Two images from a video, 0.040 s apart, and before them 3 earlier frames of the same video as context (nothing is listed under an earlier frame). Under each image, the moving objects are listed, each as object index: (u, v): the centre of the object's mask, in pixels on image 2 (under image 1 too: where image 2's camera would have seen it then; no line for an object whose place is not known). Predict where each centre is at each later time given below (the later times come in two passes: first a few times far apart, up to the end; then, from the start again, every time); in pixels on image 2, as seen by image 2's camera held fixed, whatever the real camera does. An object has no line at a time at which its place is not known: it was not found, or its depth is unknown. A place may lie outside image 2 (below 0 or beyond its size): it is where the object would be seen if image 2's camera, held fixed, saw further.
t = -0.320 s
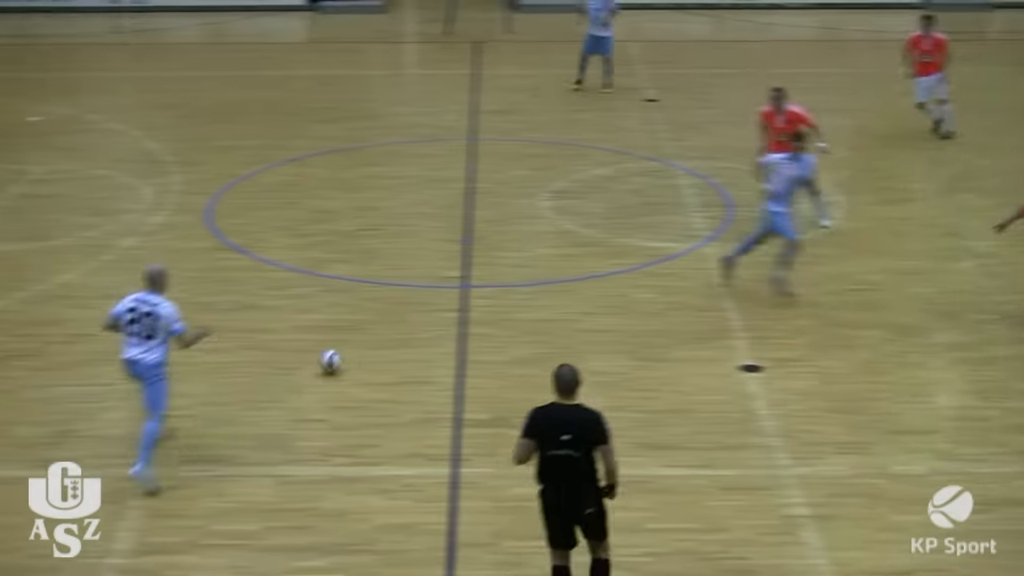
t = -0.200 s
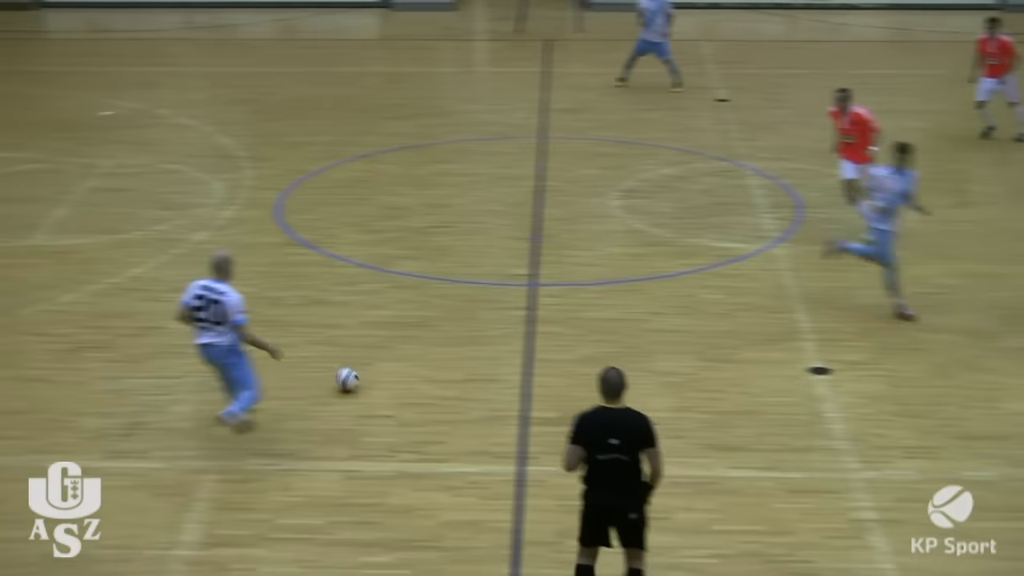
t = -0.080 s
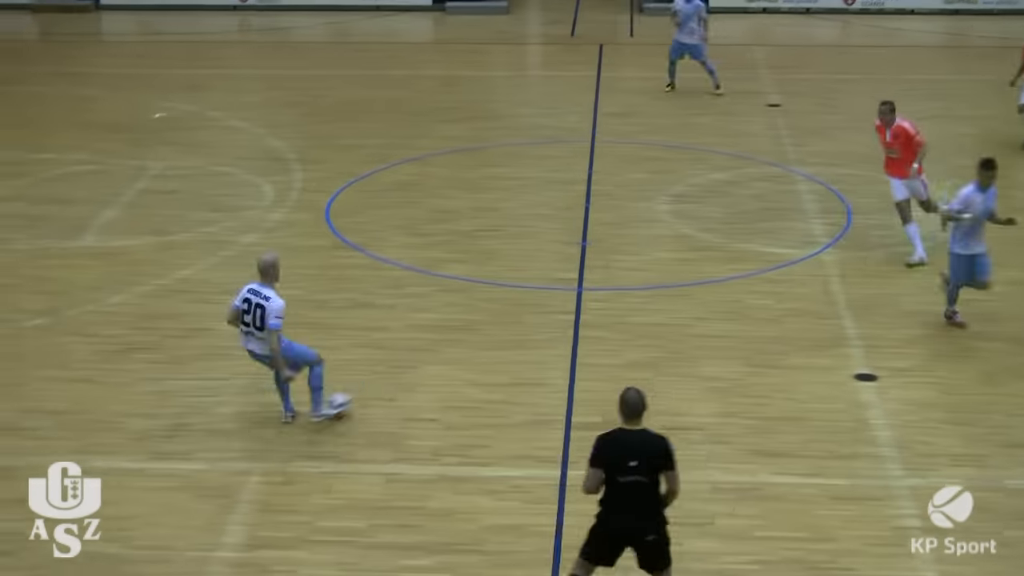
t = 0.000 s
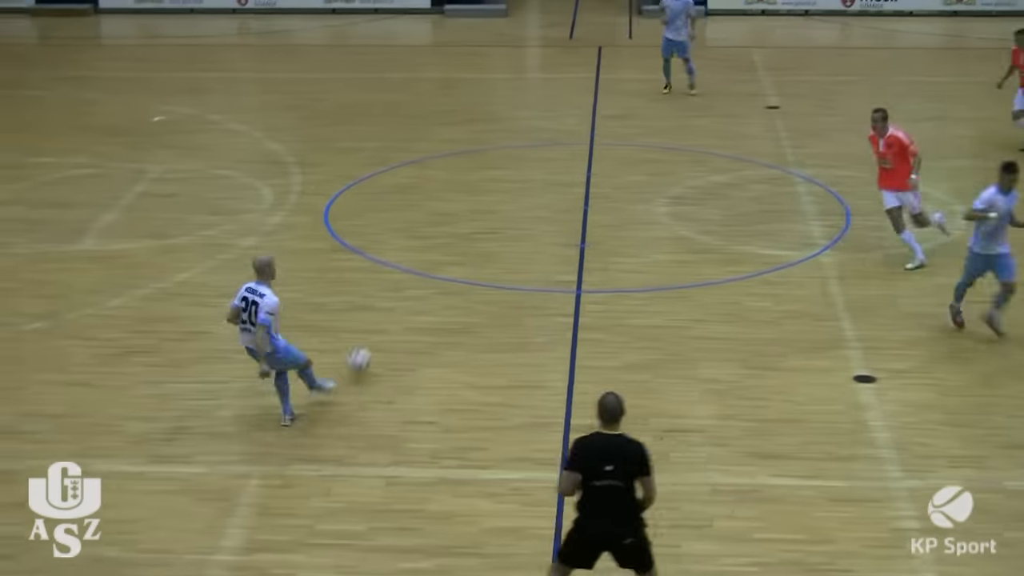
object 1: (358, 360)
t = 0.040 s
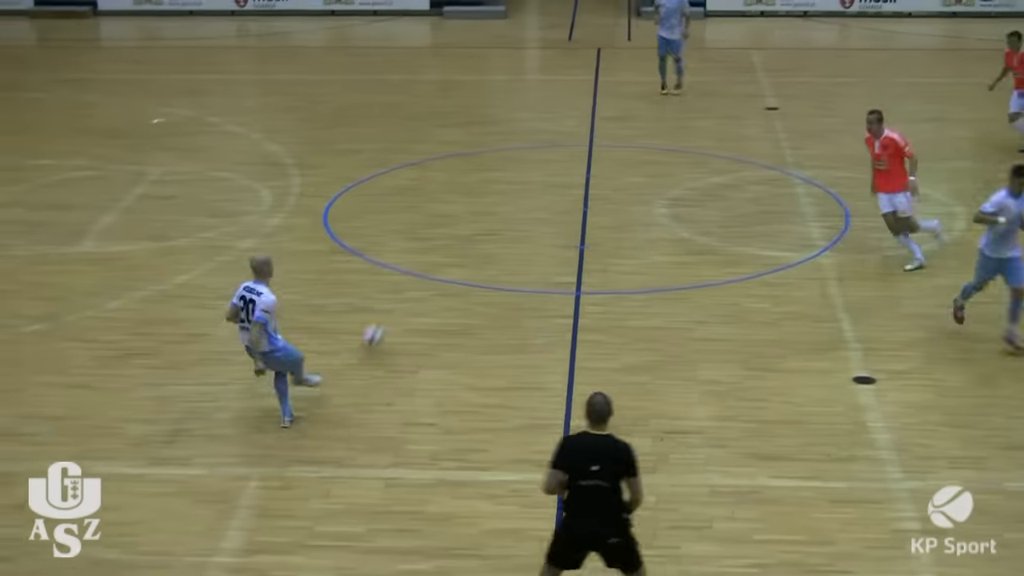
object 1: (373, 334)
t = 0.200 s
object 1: (425, 265)
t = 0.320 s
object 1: (453, 221)
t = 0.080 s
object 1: (387, 314)
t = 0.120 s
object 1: (401, 295)
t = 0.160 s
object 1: (414, 277)
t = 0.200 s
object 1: (425, 265)
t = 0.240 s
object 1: (435, 252)
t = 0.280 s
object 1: (445, 235)
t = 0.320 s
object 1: (453, 221)
